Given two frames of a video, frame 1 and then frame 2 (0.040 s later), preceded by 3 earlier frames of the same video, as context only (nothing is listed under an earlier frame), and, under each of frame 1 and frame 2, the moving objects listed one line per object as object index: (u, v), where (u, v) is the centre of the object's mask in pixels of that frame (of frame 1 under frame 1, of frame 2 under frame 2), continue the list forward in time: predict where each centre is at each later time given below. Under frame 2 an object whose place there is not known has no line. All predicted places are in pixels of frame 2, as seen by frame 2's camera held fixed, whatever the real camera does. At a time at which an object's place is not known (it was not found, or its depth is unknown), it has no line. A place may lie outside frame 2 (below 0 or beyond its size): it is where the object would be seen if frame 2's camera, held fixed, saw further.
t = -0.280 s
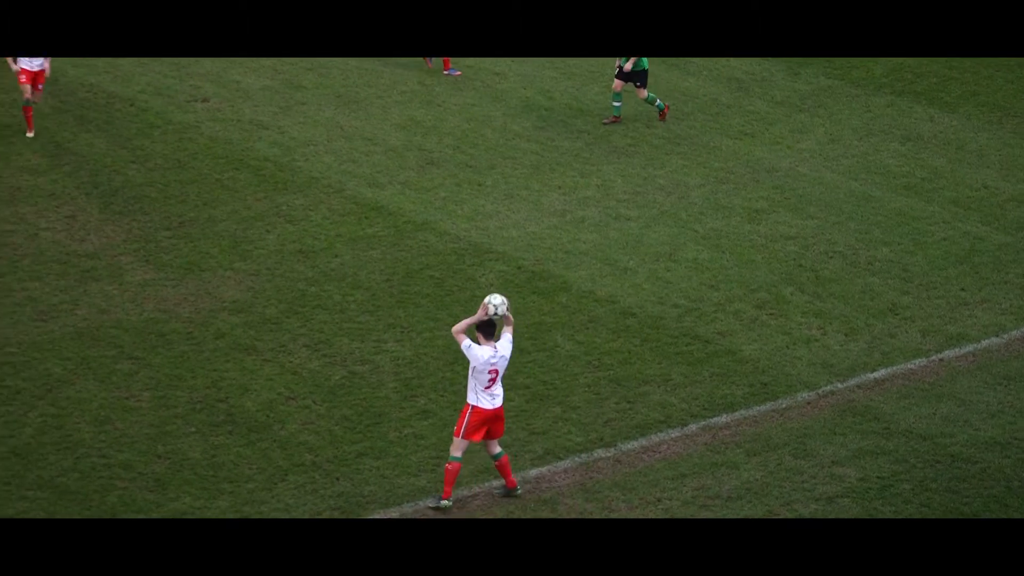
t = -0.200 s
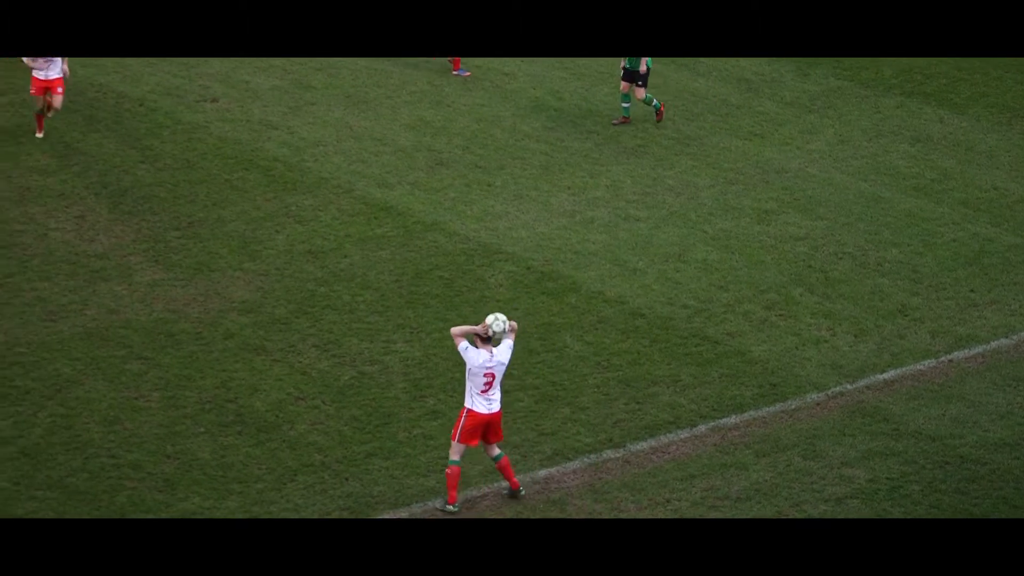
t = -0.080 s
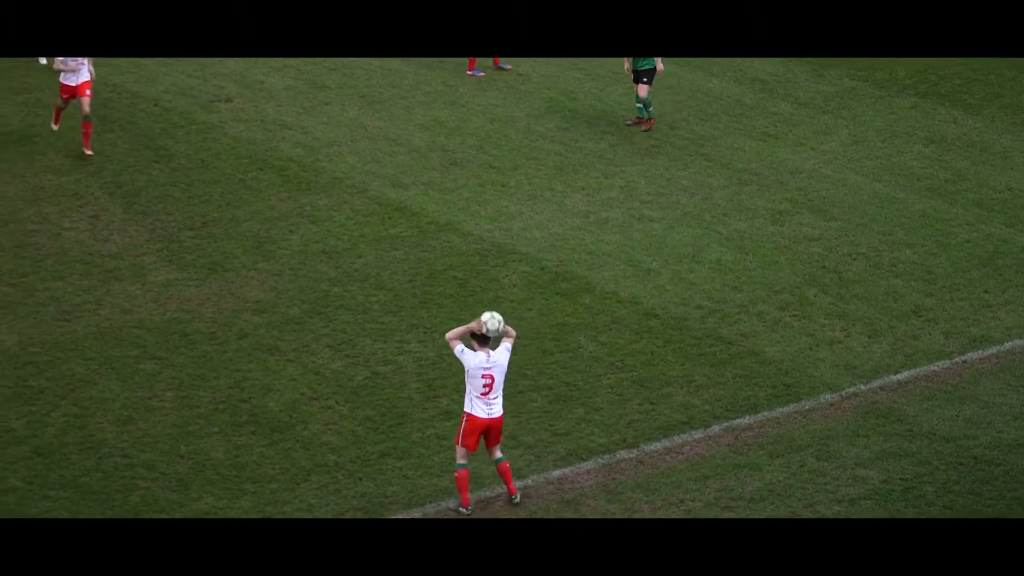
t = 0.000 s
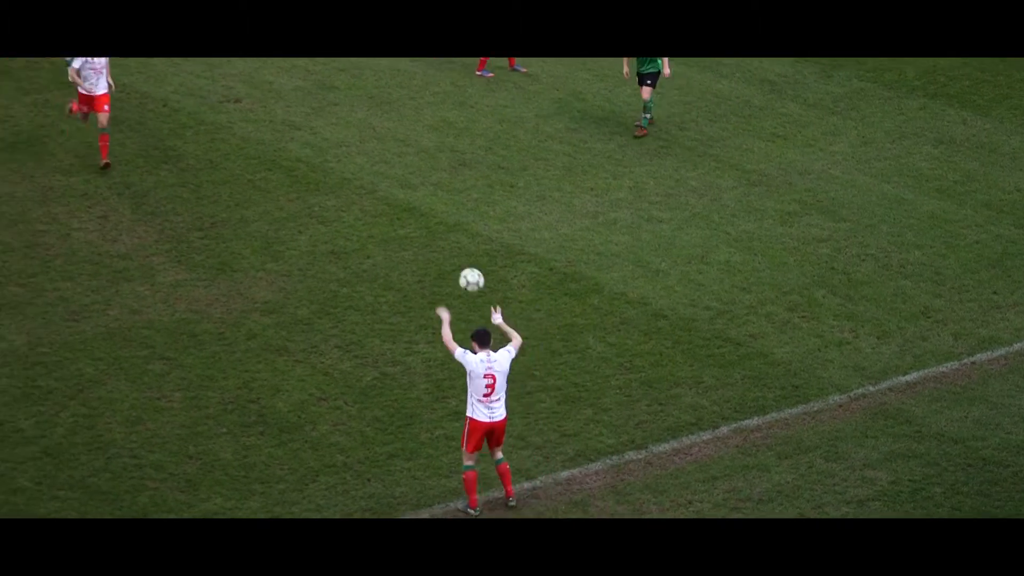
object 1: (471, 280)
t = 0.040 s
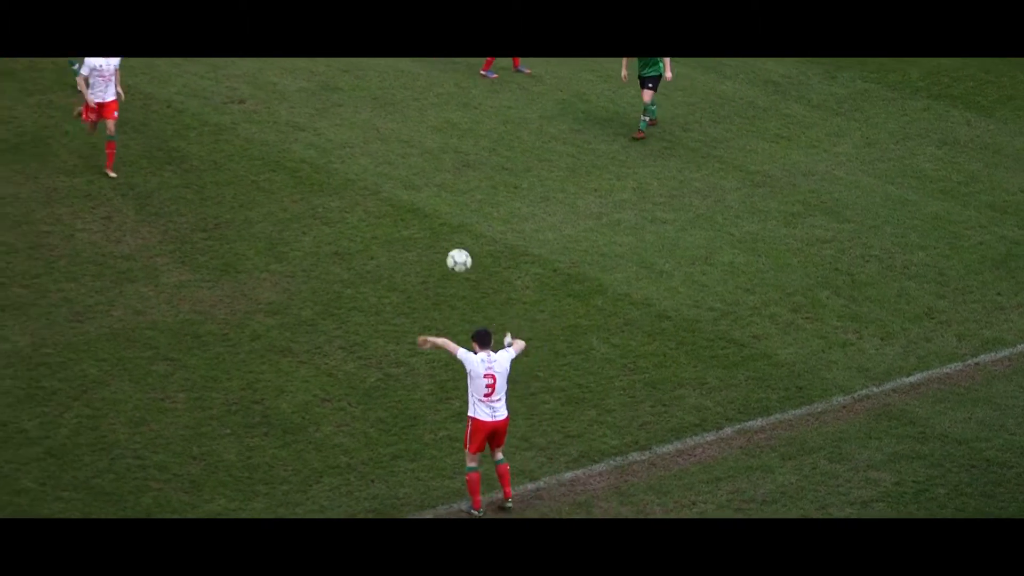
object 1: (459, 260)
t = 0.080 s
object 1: (443, 242)
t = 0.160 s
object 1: (415, 212)
